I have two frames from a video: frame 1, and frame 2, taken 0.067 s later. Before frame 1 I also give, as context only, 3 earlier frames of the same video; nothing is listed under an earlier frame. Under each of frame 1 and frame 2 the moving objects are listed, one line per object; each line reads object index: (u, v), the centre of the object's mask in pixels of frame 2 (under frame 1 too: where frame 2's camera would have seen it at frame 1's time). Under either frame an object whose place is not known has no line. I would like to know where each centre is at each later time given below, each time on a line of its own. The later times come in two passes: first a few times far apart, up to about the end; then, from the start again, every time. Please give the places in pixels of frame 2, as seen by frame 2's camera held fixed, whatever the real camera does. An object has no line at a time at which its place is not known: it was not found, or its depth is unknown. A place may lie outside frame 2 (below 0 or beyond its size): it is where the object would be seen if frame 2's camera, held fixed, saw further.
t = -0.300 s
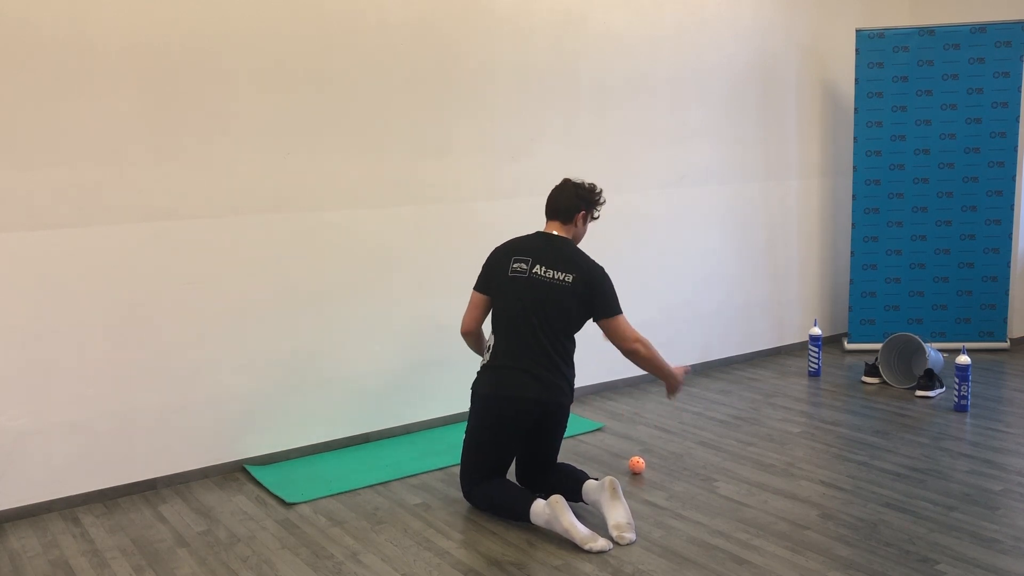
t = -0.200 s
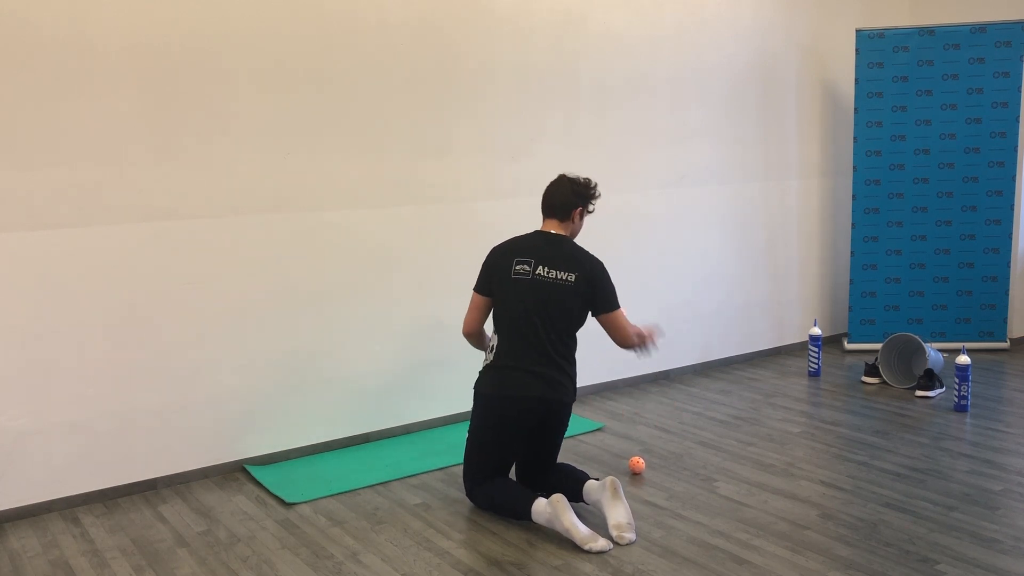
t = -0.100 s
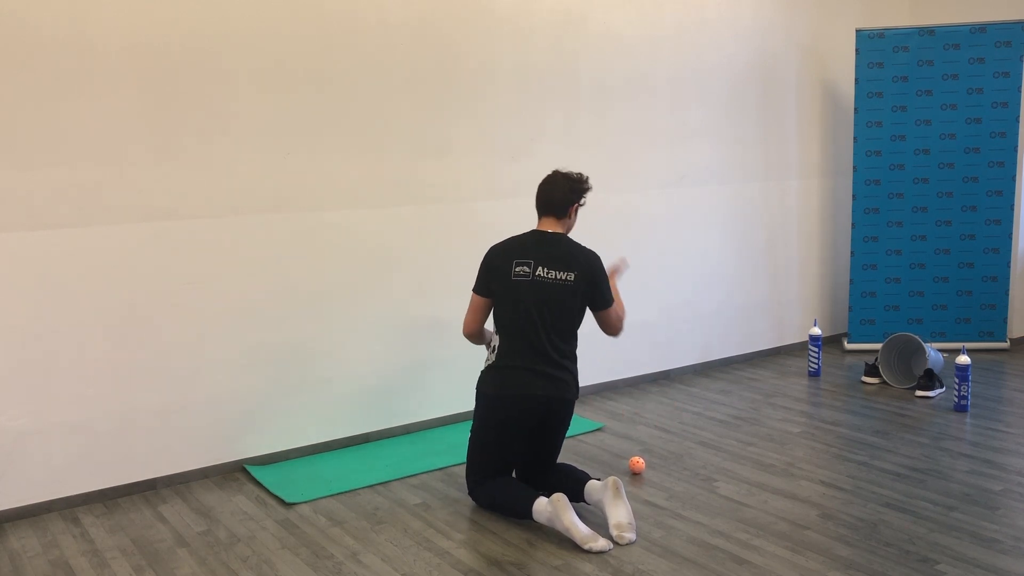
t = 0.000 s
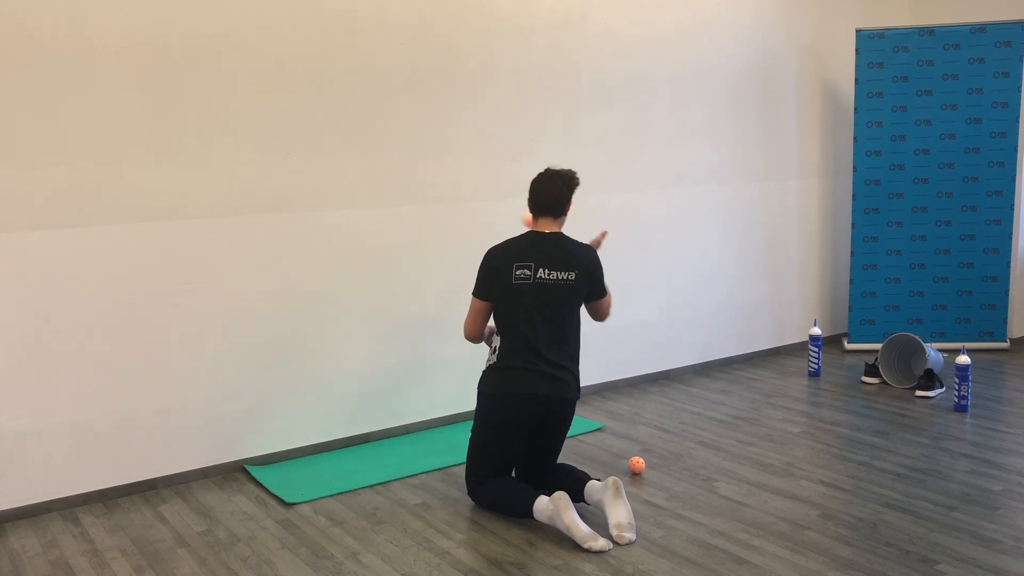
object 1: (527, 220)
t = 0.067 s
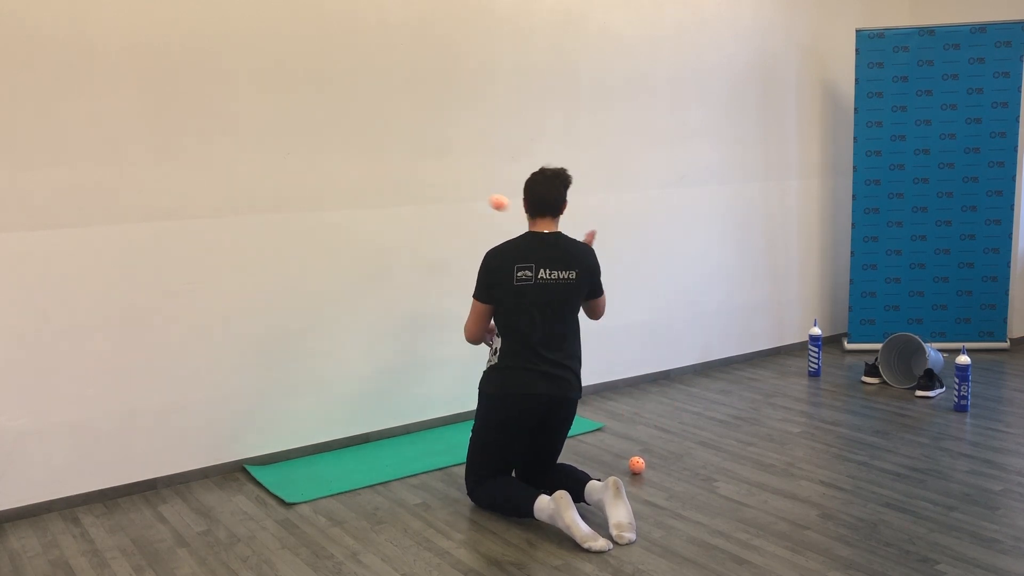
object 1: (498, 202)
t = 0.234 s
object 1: (424, 201)
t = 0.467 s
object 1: (389, 282)
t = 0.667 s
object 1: (398, 443)
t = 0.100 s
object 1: (483, 198)
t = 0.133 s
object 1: (468, 195)
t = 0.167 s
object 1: (453, 195)
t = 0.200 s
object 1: (438, 197)
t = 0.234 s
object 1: (424, 201)
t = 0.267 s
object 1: (410, 208)
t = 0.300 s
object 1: (398, 216)
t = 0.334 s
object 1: (383, 227)
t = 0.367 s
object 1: (384, 237)
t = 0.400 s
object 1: (386, 249)
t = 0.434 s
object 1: (387, 265)
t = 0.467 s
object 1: (389, 282)
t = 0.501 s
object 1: (390, 302)
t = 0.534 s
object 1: (392, 325)
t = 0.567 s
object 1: (394, 350)
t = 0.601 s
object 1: (395, 379)
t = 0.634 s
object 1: (397, 411)
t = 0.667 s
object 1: (398, 443)
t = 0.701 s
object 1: (401, 467)
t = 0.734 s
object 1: (403, 448)
